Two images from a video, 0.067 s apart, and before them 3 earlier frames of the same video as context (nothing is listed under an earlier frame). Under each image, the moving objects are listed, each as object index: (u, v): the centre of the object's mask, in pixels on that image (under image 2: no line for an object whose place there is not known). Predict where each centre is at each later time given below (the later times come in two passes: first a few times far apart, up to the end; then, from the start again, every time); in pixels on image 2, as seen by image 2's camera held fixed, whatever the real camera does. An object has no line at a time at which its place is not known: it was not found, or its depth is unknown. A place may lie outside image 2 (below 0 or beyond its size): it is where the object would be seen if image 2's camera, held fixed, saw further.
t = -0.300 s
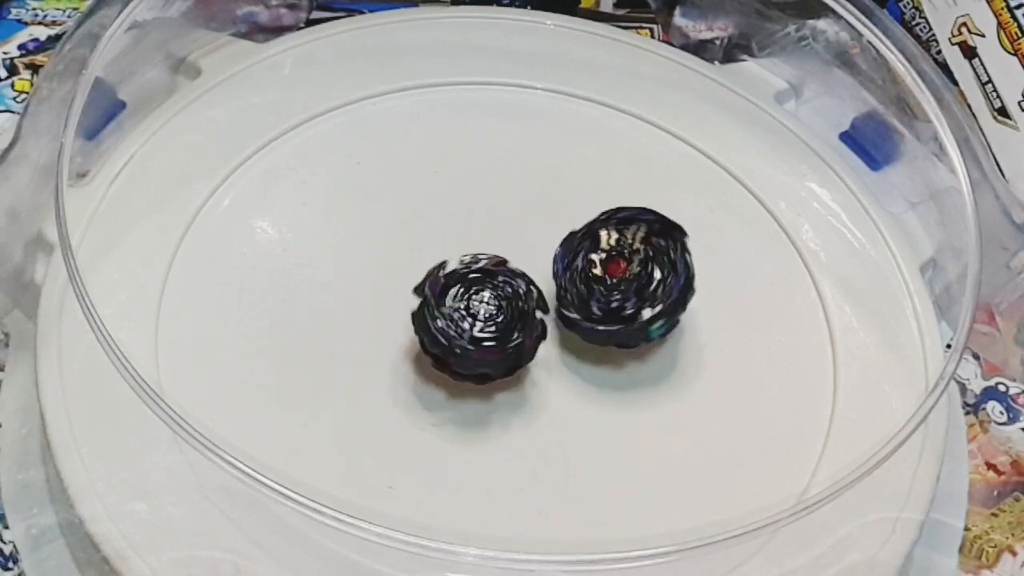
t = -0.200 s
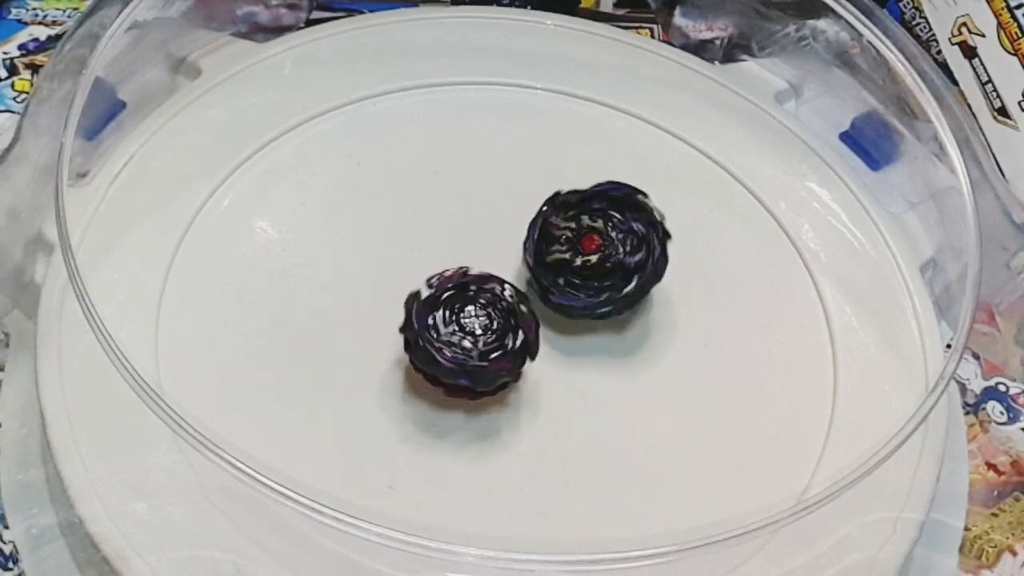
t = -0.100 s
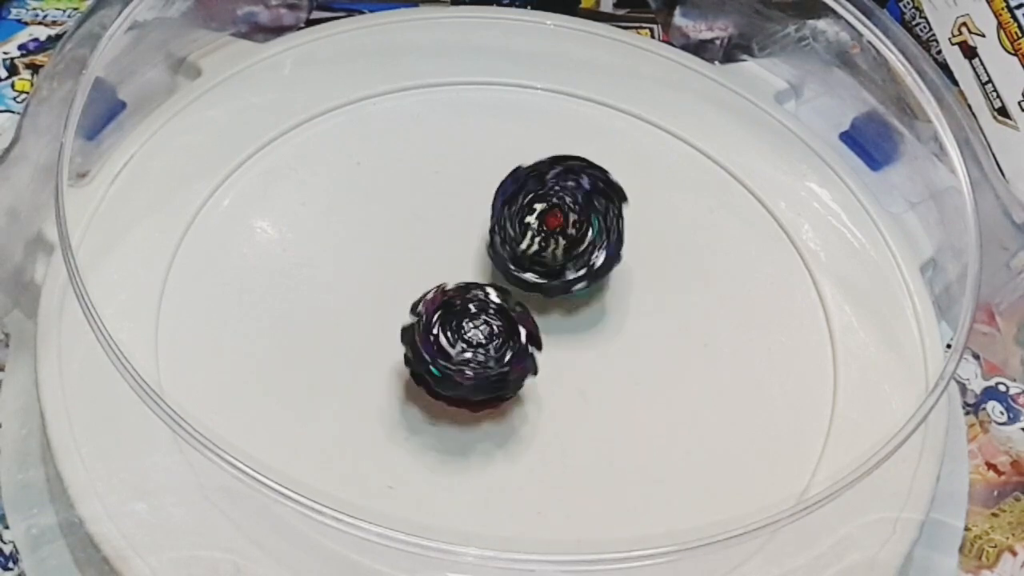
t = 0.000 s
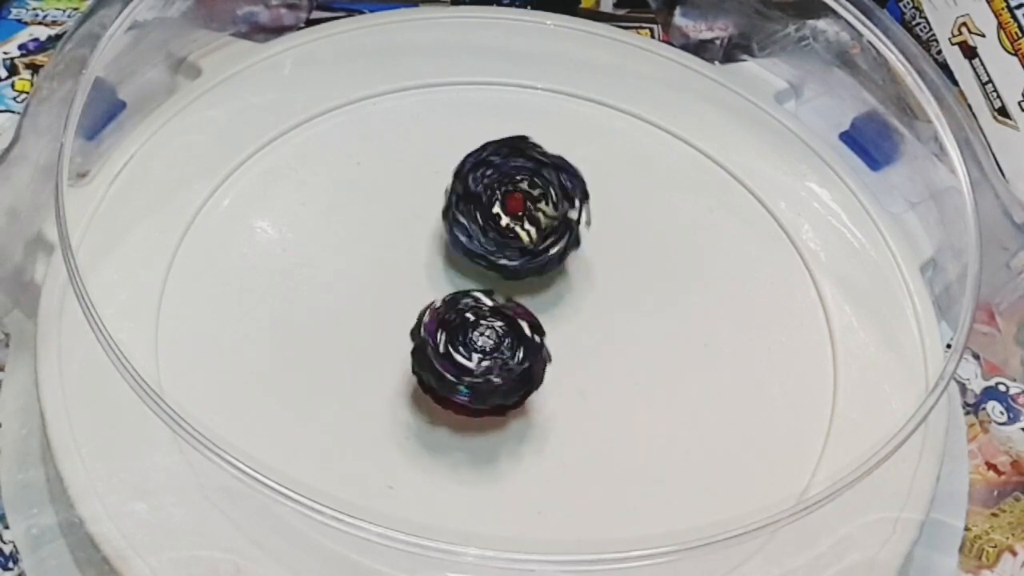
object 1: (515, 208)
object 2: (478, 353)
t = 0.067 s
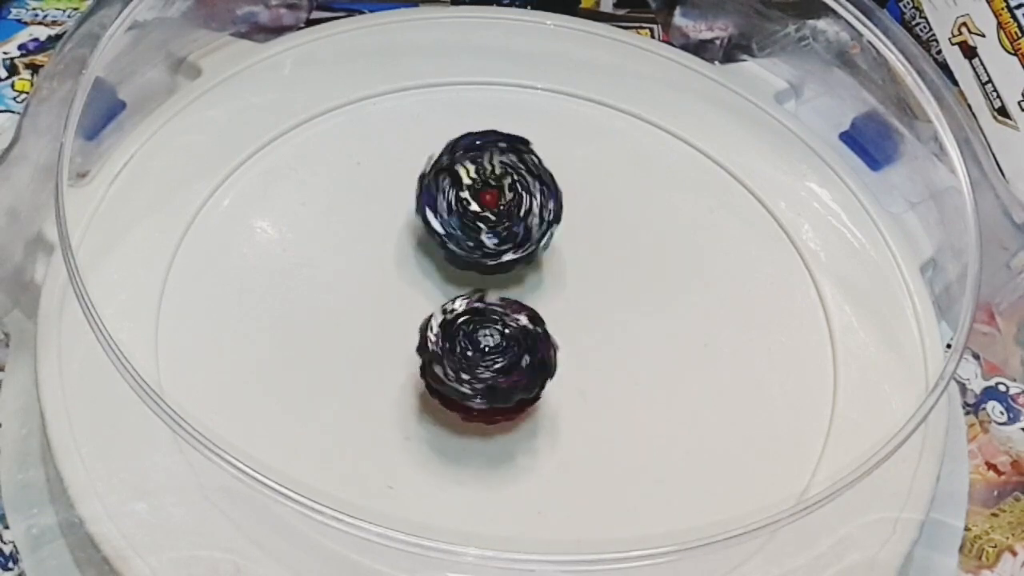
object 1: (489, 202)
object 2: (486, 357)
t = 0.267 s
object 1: (425, 217)
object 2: (512, 350)
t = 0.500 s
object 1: (381, 291)
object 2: (551, 318)
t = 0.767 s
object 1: (387, 390)
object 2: (584, 272)
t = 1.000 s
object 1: (453, 424)
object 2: (550, 246)
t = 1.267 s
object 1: (598, 385)
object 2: (486, 256)
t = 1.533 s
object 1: (692, 360)
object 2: (459, 289)
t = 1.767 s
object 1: (640, 316)
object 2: (486, 333)
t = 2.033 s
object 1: (554, 237)
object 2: (463, 356)
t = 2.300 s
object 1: (510, 201)
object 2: (482, 347)
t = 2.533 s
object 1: (508, 201)
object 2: (483, 347)
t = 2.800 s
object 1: (507, 201)
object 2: (485, 346)
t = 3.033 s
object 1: (506, 200)
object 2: (486, 345)
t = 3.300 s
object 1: (504, 199)
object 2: (487, 344)
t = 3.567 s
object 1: (503, 198)
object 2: (488, 343)
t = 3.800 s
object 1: (502, 198)
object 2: (488, 341)
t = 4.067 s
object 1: (501, 198)
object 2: (488, 340)
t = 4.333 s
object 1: (501, 198)
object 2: (489, 339)
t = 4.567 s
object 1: (500, 197)
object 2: (491, 339)
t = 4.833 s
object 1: (500, 198)
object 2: (492, 337)
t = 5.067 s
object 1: (499, 197)
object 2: (492, 336)
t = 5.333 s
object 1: (498, 198)
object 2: (493, 336)
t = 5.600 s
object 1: (498, 198)
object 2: (494, 333)
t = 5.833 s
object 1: (498, 199)
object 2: (494, 332)
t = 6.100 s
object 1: (497, 199)
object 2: (494, 331)
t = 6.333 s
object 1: (497, 199)
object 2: (494, 331)
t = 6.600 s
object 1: (496, 199)
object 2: (495, 329)
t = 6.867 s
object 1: (496, 199)
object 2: (496, 327)
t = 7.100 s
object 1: (495, 200)
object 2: (496, 326)
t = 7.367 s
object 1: (495, 201)
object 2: (497, 325)
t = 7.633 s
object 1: (494, 202)
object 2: (497, 324)
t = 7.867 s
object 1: (494, 201)
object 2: (496, 322)
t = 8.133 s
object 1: (493, 201)
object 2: (497, 321)
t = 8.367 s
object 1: (493, 201)
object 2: (497, 320)
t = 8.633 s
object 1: (425, 225)
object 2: (538, 337)
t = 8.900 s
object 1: (433, 229)
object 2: (580, 327)
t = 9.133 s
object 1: (436, 229)
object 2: (553, 298)
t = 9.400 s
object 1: (405, 231)
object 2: (537, 323)
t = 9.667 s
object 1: (447, 231)
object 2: (585, 332)
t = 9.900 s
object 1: (442, 245)
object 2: (564, 309)
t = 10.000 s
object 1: (409, 244)
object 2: (563, 312)
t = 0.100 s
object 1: (477, 201)
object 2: (490, 357)
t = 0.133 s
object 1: (465, 202)
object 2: (494, 357)
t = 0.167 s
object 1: (454, 204)
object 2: (499, 357)
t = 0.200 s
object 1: (445, 206)
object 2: (504, 355)
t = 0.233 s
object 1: (435, 212)
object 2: (508, 353)
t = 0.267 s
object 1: (425, 217)
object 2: (512, 350)
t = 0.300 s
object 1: (418, 225)
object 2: (516, 346)
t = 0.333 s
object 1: (411, 234)
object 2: (520, 342)
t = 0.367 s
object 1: (404, 243)
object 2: (524, 337)
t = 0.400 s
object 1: (399, 254)
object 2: (526, 333)
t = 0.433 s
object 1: (397, 265)
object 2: (529, 327)
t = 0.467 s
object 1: (390, 277)
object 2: (539, 320)
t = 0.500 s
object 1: (381, 291)
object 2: (551, 318)
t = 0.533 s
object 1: (377, 303)
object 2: (562, 315)
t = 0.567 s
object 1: (374, 319)
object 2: (569, 310)
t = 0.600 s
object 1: (372, 333)
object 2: (575, 304)
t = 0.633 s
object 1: (373, 344)
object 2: (579, 298)
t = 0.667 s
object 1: (373, 359)
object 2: (583, 292)
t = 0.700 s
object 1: (376, 368)
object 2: (584, 284)
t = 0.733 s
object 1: (381, 380)
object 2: (585, 278)
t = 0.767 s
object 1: (387, 390)
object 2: (584, 272)
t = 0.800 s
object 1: (394, 398)
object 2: (582, 265)
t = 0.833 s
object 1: (401, 407)
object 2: (579, 260)
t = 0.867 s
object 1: (408, 412)
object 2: (576, 256)
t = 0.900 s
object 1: (419, 419)
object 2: (570, 252)
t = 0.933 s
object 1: (429, 422)
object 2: (564, 249)
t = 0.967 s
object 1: (441, 423)
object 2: (557, 247)
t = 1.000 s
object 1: (453, 424)
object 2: (550, 246)
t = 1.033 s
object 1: (466, 422)
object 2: (544, 247)
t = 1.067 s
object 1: (481, 419)
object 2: (535, 247)
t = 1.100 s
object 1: (497, 414)
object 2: (529, 250)
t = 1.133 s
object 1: (513, 406)
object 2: (522, 254)
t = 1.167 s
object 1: (530, 399)
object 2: (515, 258)
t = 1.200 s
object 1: (547, 388)
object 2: (510, 264)
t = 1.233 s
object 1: (570, 385)
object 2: (499, 263)
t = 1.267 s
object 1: (598, 385)
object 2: (486, 256)
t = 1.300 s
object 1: (623, 385)
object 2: (478, 255)
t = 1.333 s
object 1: (644, 381)
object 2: (473, 256)
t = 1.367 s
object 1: (662, 380)
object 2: (469, 259)
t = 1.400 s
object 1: (675, 375)
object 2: (464, 265)
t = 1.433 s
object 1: (684, 374)
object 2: (461, 270)
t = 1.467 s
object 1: (688, 369)
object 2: (459, 276)
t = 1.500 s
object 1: (690, 365)
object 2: (458, 282)
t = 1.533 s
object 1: (692, 360)
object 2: (459, 289)
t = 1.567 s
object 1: (689, 357)
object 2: (461, 297)
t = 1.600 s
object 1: (687, 353)
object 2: (464, 304)
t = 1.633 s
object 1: (681, 348)
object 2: (468, 310)
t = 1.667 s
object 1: (675, 341)
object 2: (472, 316)
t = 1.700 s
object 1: (664, 335)
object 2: (479, 322)
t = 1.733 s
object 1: (650, 328)
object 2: (485, 328)
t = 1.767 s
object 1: (640, 316)
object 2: (486, 333)
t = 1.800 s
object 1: (645, 301)
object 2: (466, 341)
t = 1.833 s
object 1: (640, 291)
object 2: (454, 346)
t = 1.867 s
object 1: (628, 283)
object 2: (450, 349)
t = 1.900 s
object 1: (615, 276)
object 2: (451, 351)
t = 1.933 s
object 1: (600, 267)
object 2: (452, 352)
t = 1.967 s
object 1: (584, 258)
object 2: (456, 355)
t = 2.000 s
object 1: (569, 247)
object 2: (458, 356)
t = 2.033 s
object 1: (554, 237)
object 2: (463, 356)
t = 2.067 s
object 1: (540, 228)
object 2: (468, 355)
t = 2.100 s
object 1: (529, 218)
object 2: (472, 353)
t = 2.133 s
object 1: (520, 211)
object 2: (477, 351)
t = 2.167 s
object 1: (512, 203)
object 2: (482, 347)
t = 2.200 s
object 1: (510, 202)
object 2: (482, 347)
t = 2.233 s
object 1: (510, 202)
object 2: (482, 347)
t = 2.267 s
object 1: (510, 202)
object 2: (482, 347)
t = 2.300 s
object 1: (510, 201)
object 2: (482, 347)
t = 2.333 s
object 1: (509, 201)
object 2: (483, 347)
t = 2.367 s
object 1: (509, 201)
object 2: (483, 347)
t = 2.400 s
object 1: (509, 201)
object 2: (483, 347)
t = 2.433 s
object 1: (508, 201)
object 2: (483, 347)
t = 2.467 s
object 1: (508, 201)
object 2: (483, 347)
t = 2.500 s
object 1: (508, 201)
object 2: (483, 347)
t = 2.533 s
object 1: (508, 201)
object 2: (483, 347)
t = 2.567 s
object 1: (507, 201)
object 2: (484, 347)
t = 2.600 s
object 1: (507, 201)
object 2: (484, 347)
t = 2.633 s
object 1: (507, 201)
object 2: (484, 347)
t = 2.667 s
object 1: (507, 201)
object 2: (484, 347)
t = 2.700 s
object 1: (507, 201)
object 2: (484, 347)
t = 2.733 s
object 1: (507, 201)
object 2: (484, 346)
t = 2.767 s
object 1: (507, 200)
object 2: (485, 346)
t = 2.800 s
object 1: (507, 201)
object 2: (485, 346)
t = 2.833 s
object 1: (506, 200)
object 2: (485, 346)
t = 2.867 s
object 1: (507, 200)
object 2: (485, 346)
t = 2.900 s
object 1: (506, 200)
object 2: (486, 345)
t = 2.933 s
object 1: (506, 200)
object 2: (486, 345)
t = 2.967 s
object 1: (506, 200)
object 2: (486, 345)
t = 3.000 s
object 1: (506, 200)
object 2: (486, 345)
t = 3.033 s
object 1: (506, 200)
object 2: (486, 345)
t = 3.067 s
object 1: (506, 200)
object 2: (486, 344)
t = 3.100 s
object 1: (506, 200)
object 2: (486, 344)
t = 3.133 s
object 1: (505, 200)
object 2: (486, 344)
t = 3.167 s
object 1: (505, 199)
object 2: (486, 344)
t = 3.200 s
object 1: (505, 199)
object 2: (486, 344)
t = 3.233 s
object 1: (505, 199)
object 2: (487, 344)
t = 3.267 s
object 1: (505, 199)
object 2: (487, 344)
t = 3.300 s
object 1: (504, 199)
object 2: (487, 344)
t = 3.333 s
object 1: (504, 198)
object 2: (487, 344)
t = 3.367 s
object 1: (504, 198)
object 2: (487, 344)
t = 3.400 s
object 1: (504, 198)
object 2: (487, 344)
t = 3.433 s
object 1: (504, 198)
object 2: (487, 344)
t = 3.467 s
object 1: (503, 198)
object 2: (487, 344)
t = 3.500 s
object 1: (503, 198)
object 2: (488, 344)
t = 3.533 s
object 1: (503, 198)
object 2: (488, 343)
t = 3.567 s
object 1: (503, 198)
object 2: (488, 343)
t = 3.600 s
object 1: (503, 198)
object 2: (488, 343)
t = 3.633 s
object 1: (503, 198)
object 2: (488, 342)
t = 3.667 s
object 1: (502, 198)
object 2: (488, 342)
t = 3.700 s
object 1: (502, 198)
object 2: (488, 342)
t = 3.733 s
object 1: (502, 198)
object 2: (488, 342)
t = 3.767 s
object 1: (502, 198)
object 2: (488, 342)
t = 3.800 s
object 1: (502, 198)
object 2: (488, 341)
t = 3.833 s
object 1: (502, 198)
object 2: (488, 341)
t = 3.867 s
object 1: (502, 199)
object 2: (489, 341)
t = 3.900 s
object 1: (502, 198)
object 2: (489, 340)
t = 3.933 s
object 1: (502, 198)
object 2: (489, 340)
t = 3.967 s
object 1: (502, 198)
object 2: (489, 340)
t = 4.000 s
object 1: (502, 198)
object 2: (488, 340)
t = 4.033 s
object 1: (501, 198)
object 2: (488, 340)
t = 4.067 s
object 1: (501, 198)
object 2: (488, 340)
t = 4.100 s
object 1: (501, 198)
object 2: (489, 340)
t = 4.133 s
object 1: (501, 198)
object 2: (489, 340)
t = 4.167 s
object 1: (501, 198)
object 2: (489, 340)
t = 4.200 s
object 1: (501, 198)
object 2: (489, 340)
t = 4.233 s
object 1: (501, 198)
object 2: (489, 340)
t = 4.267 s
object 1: (501, 198)
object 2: (489, 340)
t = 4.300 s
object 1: (501, 198)
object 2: (489, 339)
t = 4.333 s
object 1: (501, 198)
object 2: (489, 339)
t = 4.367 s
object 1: (501, 198)
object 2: (489, 339)
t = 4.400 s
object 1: (501, 198)
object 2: (490, 339)
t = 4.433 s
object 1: (501, 198)
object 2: (490, 339)
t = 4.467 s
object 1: (501, 198)
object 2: (490, 339)
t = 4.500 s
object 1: (501, 198)
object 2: (490, 339)
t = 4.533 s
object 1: (500, 197)
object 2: (491, 339)
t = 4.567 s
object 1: (500, 197)
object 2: (491, 339)
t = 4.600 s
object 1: (500, 197)
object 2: (491, 338)
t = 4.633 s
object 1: (500, 197)
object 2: (491, 338)
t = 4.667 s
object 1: (500, 198)
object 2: (491, 338)
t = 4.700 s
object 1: (500, 198)
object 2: (491, 338)
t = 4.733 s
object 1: (500, 198)
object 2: (491, 338)
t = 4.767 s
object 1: (500, 198)
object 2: (491, 338)
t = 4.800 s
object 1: (500, 198)
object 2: (492, 337)
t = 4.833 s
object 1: (500, 198)
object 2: (492, 337)
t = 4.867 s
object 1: (500, 198)
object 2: (492, 337)
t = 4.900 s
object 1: (500, 198)
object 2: (492, 337)
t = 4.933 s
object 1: (499, 198)
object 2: (492, 336)
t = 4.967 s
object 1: (499, 198)
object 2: (492, 336)
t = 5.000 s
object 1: (499, 197)
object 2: (492, 336)
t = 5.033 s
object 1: (499, 197)
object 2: (492, 336)
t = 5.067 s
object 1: (499, 197)
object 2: (492, 336)
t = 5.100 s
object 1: (499, 198)
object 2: (492, 336)
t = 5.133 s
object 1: (499, 198)
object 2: (492, 336)
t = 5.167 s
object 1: (499, 198)
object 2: (492, 336)
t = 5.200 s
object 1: (499, 198)
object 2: (493, 336)
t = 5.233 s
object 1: (499, 198)
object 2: (493, 336)
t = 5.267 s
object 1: (499, 198)
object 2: (493, 335)
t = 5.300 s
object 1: (498, 198)
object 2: (493, 336)
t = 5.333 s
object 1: (498, 198)
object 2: (493, 336)
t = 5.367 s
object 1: (498, 198)
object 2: (493, 336)
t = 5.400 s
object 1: (498, 198)
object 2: (493, 336)
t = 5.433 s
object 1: (498, 198)
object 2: (493, 335)
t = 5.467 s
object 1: (498, 198)
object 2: (494, 335)
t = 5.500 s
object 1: (498, 198)
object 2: (494, 334)
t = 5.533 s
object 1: (498, 198)
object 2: (494, 334)
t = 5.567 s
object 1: (498, 198)
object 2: (494, 333)
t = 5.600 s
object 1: (498, 198)
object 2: (494, 333)
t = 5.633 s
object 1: (498, 198)
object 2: (494, 333)
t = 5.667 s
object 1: (498, 198)
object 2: (493, 333)
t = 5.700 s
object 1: (498, 198)
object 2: (494, 333)
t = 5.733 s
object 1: (498, 198)
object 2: (494, 332)
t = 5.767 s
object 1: (498, 198)
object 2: (494, 332)
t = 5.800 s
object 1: (498, 199)
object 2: (494, 332)
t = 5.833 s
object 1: (498, 199)
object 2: (494, 332)
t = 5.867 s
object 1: (498, 198)
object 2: (494, 331)
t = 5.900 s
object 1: (497, 199)
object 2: (494, 331)
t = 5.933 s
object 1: (497, 199)
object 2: (494, 332)
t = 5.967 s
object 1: (497, 199)
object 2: (494, 331)
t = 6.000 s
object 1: (497, 199)
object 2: (494, 331)
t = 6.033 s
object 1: (497, 199)
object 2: (494, 331)
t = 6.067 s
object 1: (497, 199)
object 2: (494, 331)
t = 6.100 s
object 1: (497, 199)
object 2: (494, 331)
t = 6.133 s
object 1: (497, 198)
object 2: (494, 331)
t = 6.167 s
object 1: (497, 199)
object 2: (494, 331)
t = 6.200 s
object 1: (497, 199)
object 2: (494, 331)
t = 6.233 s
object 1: (497, 199)
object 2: (494, 331)
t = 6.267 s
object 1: (497, 199)
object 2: (494, 331)
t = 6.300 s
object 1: (497, 199)
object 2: (494, 331)
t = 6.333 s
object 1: (497, 199)
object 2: (494, 331)
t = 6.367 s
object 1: (497, 199)
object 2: (494, 331)
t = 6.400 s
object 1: (497, 199)
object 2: (495, 330)
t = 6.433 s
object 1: (496, 199)
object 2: (495, 330)
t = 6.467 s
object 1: (496, 199)
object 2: (495, 329)
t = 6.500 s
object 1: (496, 199)
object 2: (495, 329)
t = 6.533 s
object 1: (496, 199)
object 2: (495, 329)
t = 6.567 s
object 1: (496, 199)
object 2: (495, 329)
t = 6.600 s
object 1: (496, 199)
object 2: (495, 329)
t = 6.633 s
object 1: (496, 200)
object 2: (495, 329)
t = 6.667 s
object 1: (496, 200)
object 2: (495, 329)
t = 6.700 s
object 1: (496, 200)
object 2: (495, 329)
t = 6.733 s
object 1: (496, 199)
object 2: (495, 328)
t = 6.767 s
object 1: (496, 200)
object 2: (496, 328)
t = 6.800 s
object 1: (496, 200)
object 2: (496, 328)
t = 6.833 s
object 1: (496, 199)
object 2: (496, 327)
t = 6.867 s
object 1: (496, 199)
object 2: (496, 327)
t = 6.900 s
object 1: (496, 200)
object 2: (496, 327)
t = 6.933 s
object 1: (496, 200)
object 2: (495, 328)
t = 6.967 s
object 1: (496, 200)
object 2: (495, 327)
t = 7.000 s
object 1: (496, 200)
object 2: (495, 327)
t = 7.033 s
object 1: (495, 200)
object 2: (496, 327)
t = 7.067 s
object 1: (496, 200)
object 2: (496, 326)
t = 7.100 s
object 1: (495, 200)
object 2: (496, 326)
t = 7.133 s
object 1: (495, 201)
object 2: (496, 326)
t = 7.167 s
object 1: (495, 201)
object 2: (496, 326)
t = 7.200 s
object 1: (495, 201)
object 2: (496, 326)
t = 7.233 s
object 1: (495, 201)
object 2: (496, 326)
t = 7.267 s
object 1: (495, 201)
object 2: (496, 326)
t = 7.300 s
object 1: (495, 202)
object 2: (496, 326)
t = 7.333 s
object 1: (495, 202)
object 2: (497, 326)
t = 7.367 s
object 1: (495, 201)
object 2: (497, 325)
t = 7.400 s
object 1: (495, 201)
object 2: (497, 324)
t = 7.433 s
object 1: (495, 201)
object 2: (497, 324)
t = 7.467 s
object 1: (495, 201)
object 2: (497, 324)
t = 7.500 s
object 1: (495, 201)
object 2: (497, 324)
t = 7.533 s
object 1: (495, 201)
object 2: (497, 324)
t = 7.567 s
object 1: (495, 202)
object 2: (497, 324)
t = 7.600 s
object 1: (495, 202)
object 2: (496, 324)
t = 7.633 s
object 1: (494, 202)
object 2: (497, 324)
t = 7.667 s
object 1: (494, 201)
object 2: (497, 323)
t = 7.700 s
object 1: (494, 201)
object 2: (497, 323)
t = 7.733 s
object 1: (494, 201)
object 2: (497, 322)
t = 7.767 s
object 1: (494, 201)
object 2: (497, 322)
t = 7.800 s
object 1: (494, 201)
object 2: (497, 322)
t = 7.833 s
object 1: (494, 201)
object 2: (497, 322)
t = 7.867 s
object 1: (494, 201)
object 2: (496, 322)
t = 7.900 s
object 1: (494, 201)
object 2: (496, 323)
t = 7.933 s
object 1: (494, 201)
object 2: (496, 322)
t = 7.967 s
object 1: (494, 201)
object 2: (496, 323)
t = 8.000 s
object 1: (494, 201)
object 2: (496, 323)
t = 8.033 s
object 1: (493, 201)
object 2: (496, 322)
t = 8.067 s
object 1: (493, 201)
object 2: (497, 322)
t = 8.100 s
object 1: (493, 201)
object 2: (497, 322)
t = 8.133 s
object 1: (493, 201)
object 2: (497, 321)
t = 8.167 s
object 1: (493, 201)
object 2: (496, 321)
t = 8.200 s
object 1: (493, 201)
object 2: (496, 321)
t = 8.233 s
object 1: (493, 201)
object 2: (496, 321)
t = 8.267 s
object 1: (493, 201)
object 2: (496, 321)
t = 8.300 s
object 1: (493, 201)
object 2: (496, 321)
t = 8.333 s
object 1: (493, 201)
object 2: (496, 321)
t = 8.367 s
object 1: (493, 201)
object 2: (497, 320)
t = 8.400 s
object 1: (493, 201)
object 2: (497, 320)
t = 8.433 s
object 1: (493, 201)
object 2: (497, 320)
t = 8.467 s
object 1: (487, 201)
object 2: (502, 321)
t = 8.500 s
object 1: (482, 203)
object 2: (505, 321)
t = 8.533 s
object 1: (474, 206)
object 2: (508, 321)
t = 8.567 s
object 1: (459, 216)
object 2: (518, 326)
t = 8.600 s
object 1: (442, 223)
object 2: (530, 334)
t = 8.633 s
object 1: (425, 225)
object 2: (538, 337)
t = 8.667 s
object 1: (412, 225)
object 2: (543, 340)
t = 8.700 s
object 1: (404, 223)
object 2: (549, 343)
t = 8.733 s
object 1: (401, 222)
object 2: (558, 343)
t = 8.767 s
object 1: (403, 223)
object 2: (564, 341)
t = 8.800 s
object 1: (408, 227)
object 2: (571, 339)
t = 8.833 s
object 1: (415, 230)
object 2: (575, 337)
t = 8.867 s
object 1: (424, 230)
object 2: (579, 333)
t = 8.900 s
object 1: (433, 229)
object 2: (580, 327)
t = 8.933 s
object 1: (437, 225)
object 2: (581, 322)
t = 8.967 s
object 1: (439, 221)
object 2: (580, 317)
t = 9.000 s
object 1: (439, 219)
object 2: (578, 313)
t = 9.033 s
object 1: (439, 220)
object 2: (573, 308)
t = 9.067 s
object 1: (440, 222)
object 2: (567, 304)
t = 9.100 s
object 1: (439, 226)
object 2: (559, 301)
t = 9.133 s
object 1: (436, 229)
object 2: (553, 298)
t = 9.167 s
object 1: (432, 231)
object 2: (545, 297)
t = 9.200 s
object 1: (423, 233)
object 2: (541, 298)
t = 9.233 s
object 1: (413, 234)
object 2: (539, 300)
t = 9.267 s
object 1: (409, 232)
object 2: (532, 302)
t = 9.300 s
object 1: (409, 233)
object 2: (525, 304)
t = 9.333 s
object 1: (412, 235)
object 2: (523, 309)
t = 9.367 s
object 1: (410, 233)
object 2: (528, 317)
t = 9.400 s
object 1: (405, 231)
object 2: (537, 323)
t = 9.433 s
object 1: (405, 231)
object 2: (543, 329)
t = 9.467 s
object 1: (408, 234)
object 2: (549, 333)
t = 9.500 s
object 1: (413, 237)
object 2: (557, 337)
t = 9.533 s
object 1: (422, 240)
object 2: (565, 338)
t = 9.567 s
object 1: (432, 242)
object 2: (571, 337)
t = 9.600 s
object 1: (441, 239)
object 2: (578, 336)
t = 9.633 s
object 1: (445, 235)
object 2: (583, 334)
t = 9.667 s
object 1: (447, 231)
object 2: (585, 332)
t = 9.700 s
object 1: (446, 228)
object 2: (587, 327)
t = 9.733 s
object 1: (446, 228)
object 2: (587, 322)
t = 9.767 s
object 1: (447, 230)
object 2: (585, 318)
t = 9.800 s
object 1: (447, 232)
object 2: (581, 315)
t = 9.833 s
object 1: (447, 236)
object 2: (576, 311)
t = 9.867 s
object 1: (445, 241)
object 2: (570, 309)
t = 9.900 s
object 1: (442, 245)
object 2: (564, 309)
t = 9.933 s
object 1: (430, 243)
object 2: (562, 310)
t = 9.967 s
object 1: (416, 245)
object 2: (565, 313)
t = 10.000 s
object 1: (409, 244)
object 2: (563, 312)
